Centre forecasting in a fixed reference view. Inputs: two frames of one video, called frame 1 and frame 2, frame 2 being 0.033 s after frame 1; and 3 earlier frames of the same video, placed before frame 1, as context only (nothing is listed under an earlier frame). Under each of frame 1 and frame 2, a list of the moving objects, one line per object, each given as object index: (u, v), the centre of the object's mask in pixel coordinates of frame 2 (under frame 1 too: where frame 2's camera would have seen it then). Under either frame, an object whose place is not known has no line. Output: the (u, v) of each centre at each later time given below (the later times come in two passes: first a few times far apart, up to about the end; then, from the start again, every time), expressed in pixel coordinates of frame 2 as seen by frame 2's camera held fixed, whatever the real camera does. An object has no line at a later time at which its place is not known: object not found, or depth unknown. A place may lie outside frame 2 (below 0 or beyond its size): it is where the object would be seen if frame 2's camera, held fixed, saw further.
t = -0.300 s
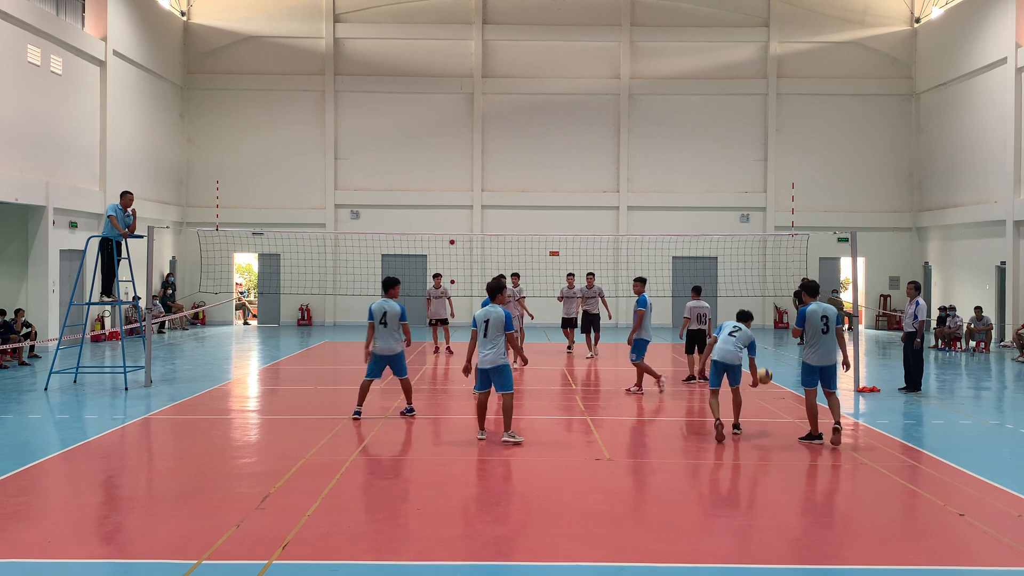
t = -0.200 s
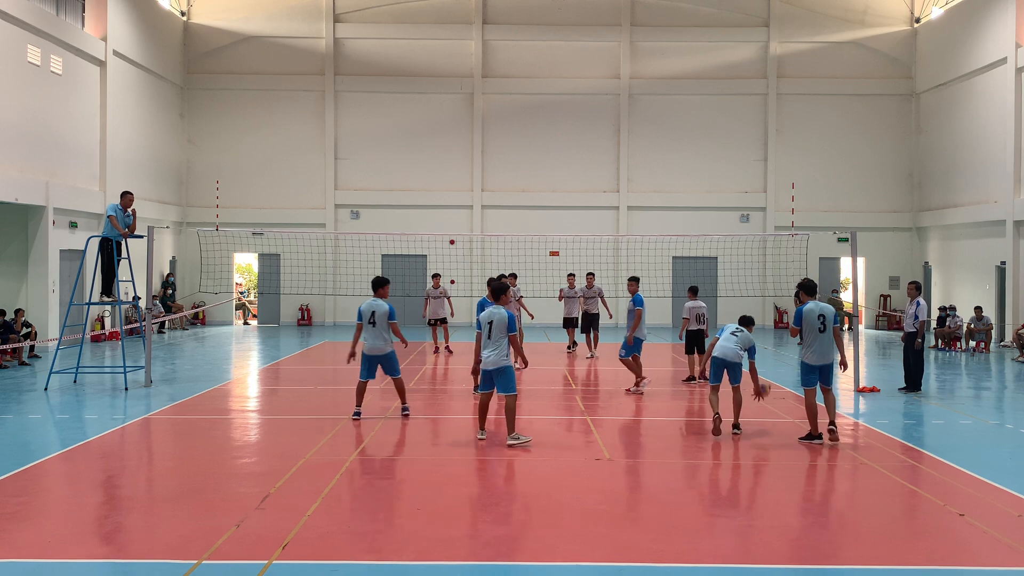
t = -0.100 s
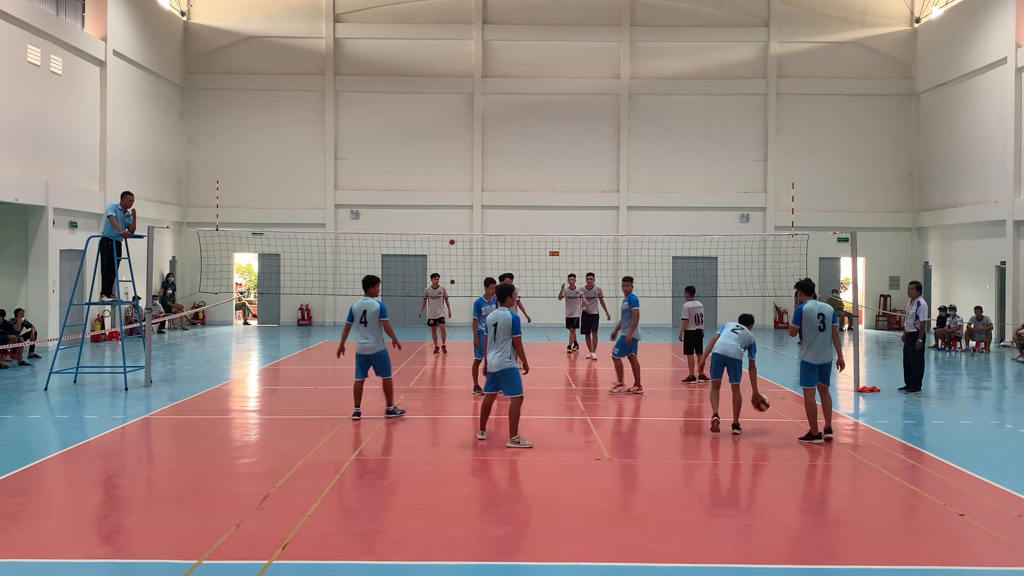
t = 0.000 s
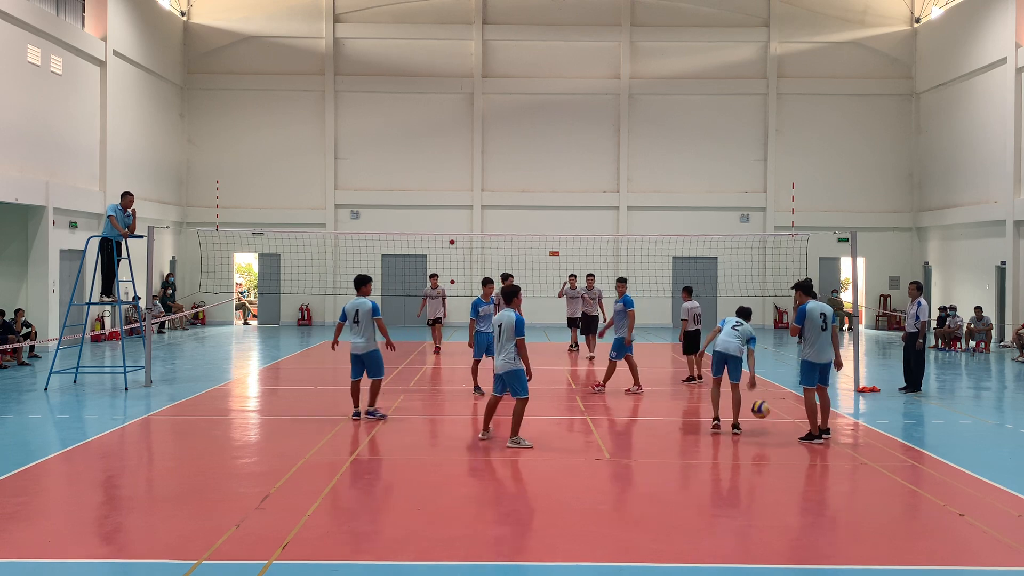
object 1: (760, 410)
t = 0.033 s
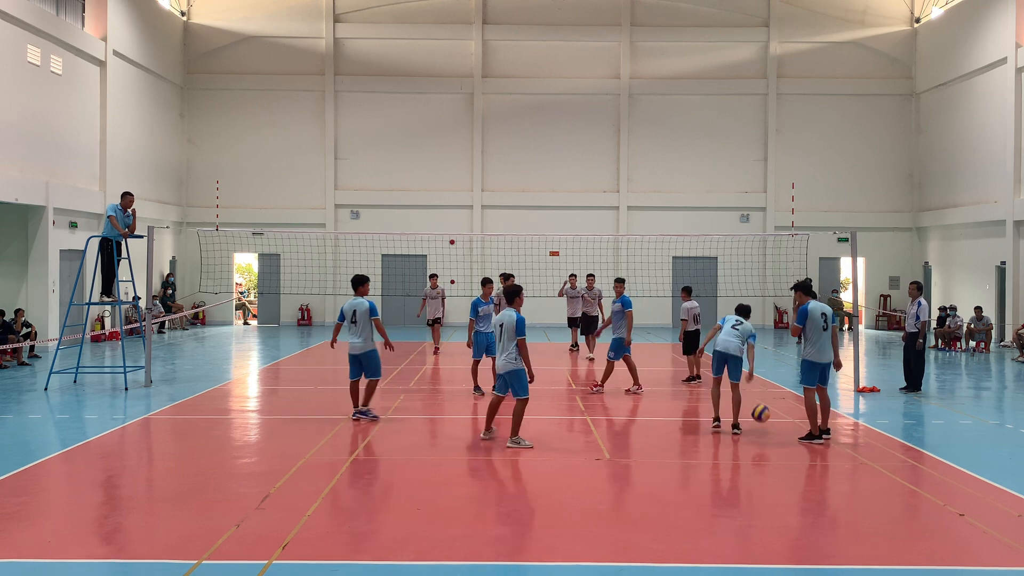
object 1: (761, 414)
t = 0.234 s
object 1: (761, 426)
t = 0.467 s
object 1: (763, 438)
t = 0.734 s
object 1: (764, 447)
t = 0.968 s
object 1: (765, 461)
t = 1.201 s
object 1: (767, 479)
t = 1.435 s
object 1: (769, 496)
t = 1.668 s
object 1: (770, 511)
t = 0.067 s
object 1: (760, 419)
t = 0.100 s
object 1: (760, 425)
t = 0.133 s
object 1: (760, 432)
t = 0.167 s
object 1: (761, 431)
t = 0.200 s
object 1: (761, 428)
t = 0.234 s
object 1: (761, 426)
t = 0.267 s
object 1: (762, 425)
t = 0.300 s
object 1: (761, 425)
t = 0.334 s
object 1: (762, 425)
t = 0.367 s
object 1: (762, 427)
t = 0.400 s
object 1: (762, 430)
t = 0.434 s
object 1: (762, 434)
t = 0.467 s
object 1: (763, 438)
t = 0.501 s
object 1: (763, 445)
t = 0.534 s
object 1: (763, 450)
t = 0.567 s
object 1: (763, 447)
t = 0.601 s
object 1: (763, 445)
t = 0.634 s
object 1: (763, 444)
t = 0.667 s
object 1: (763, 444)
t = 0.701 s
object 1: (764, 445)
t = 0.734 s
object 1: (764, 447)
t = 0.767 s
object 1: (765, 451)
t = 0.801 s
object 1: (765, 455)
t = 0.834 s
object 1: (765, 461)
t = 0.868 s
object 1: (765, 466)
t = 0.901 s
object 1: (765, 463)
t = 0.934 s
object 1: (765, 462)
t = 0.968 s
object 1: (765, 461)
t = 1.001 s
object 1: (766, 462)
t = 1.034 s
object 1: (766, 464)
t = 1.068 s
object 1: (767, 468)
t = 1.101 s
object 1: (767, 472)
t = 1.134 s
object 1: (767, 478)
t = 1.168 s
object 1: (767, 480)
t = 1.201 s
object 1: (767, 479)
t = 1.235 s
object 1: (767, 478)
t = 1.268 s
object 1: (768, 479)
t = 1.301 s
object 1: (768, 482)
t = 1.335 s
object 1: (768, 485)
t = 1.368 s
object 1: (769, 490)
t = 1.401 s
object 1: (768, 497)
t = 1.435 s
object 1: (769, 496)
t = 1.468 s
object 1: (769, 496)
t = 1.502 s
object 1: (769, 496)
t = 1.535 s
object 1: (769, 499)
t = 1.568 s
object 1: (770, 502)
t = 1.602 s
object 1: (770, 507)
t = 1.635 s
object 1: (770, 511)
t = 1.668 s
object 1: (770, 511)
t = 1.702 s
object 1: (770, 512)
